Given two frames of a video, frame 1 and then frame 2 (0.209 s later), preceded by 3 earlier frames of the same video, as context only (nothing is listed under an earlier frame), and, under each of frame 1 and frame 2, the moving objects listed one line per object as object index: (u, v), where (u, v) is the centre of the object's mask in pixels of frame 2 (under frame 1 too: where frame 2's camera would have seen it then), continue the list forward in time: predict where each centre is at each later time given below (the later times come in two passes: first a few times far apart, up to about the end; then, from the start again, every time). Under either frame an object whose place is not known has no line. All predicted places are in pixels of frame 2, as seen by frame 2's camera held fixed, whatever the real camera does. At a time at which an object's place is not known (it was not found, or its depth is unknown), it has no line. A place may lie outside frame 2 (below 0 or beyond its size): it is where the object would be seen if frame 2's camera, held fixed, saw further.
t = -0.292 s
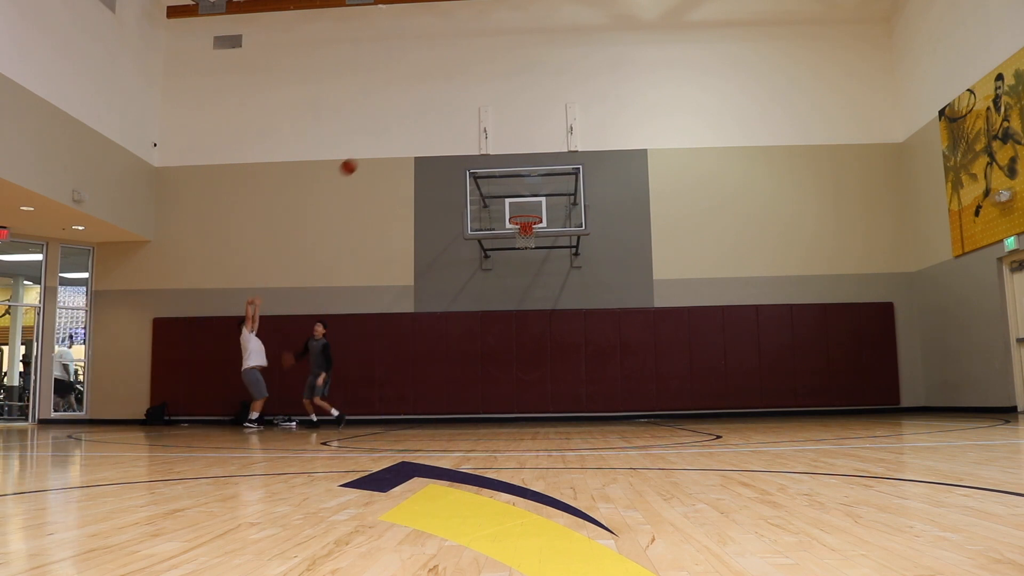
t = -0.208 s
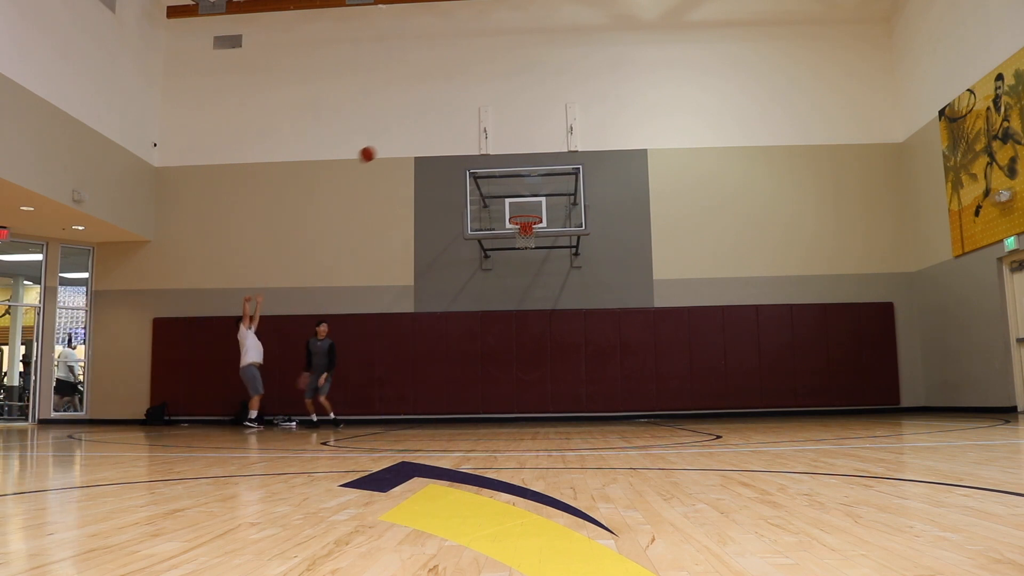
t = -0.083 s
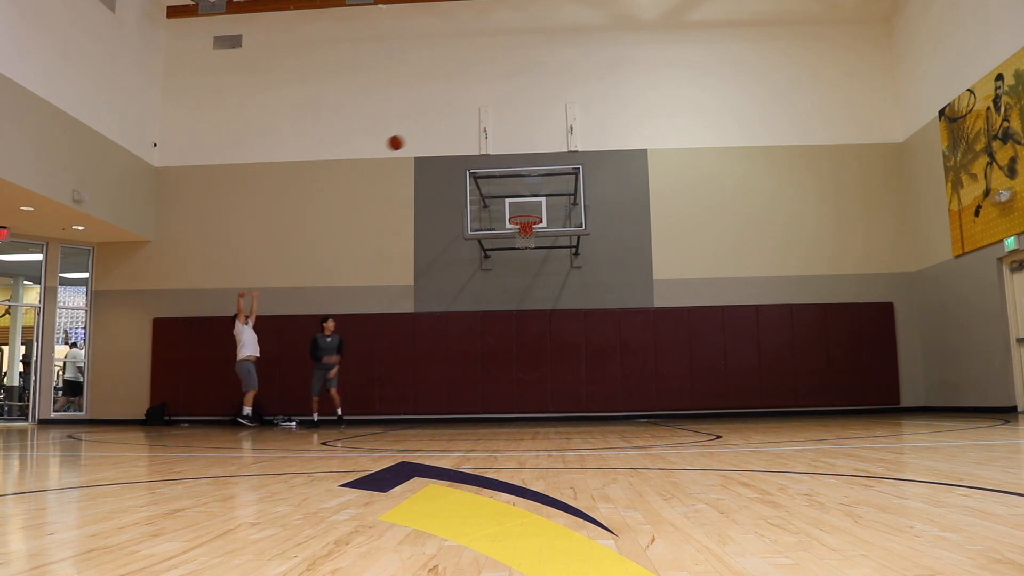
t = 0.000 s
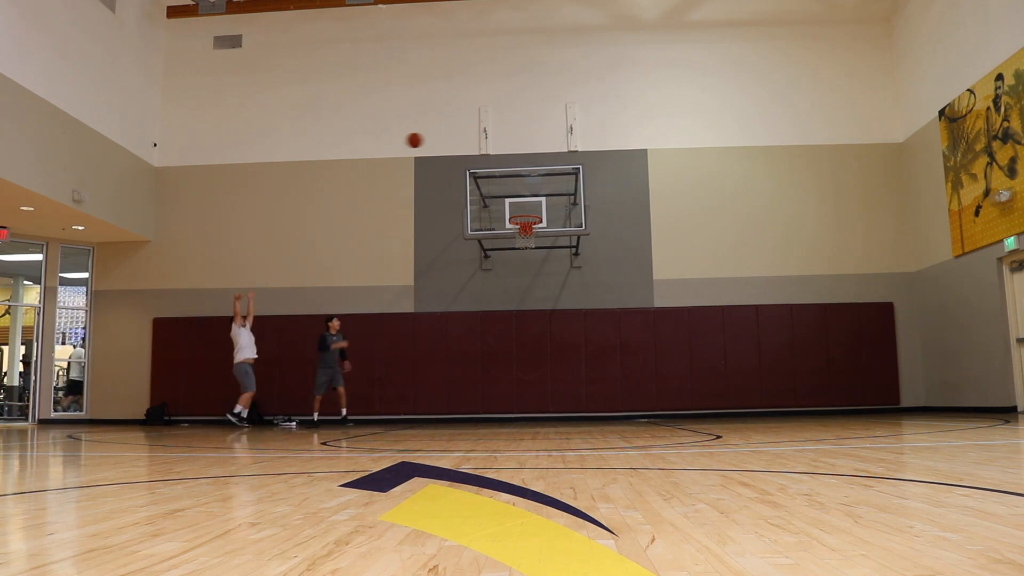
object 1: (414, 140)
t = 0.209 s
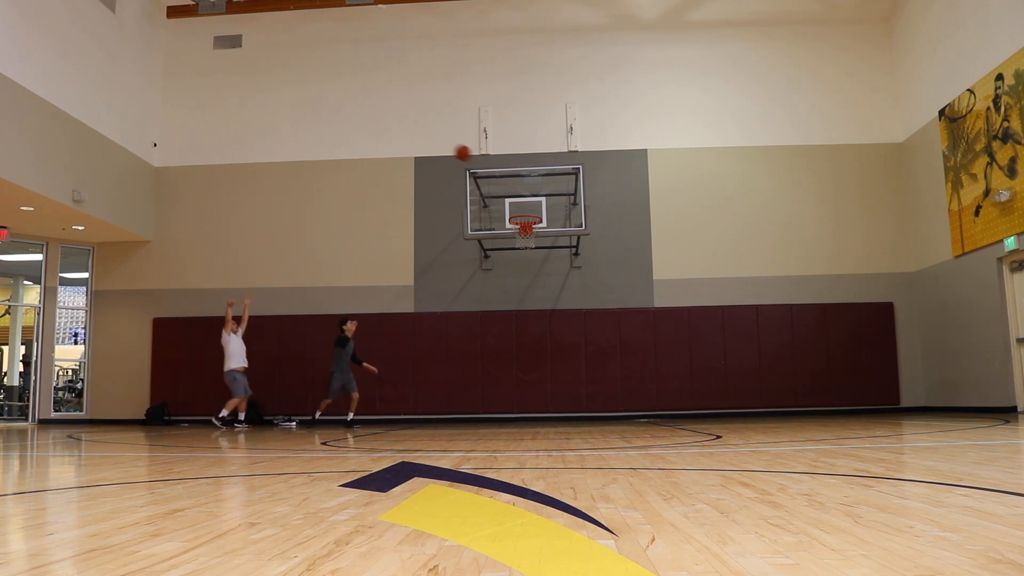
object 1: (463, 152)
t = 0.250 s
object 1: (472, 158)
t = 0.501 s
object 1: (532, 216)
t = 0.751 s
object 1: (518, 236)
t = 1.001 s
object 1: (532, 260)
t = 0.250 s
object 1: (472, 158)
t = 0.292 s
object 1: (482, 165)
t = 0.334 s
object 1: (493, 174)
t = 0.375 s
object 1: (503, 183)
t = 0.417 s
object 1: (512, 192)
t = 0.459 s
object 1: (523, 205)
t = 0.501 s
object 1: (532, 216)
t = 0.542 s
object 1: (527, 225)
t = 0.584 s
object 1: (517, 231)
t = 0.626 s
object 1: (514, 232)
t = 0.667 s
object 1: (516, 232)
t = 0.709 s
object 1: (517, 234)
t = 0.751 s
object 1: (518, 236)
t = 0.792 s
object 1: (520, 238)
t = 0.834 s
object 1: (522, 240)
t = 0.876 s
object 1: (525, 243)
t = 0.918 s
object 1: (527, 250)
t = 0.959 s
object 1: (530, 253)
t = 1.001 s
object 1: (532, 260)
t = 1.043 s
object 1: (535, 267)
